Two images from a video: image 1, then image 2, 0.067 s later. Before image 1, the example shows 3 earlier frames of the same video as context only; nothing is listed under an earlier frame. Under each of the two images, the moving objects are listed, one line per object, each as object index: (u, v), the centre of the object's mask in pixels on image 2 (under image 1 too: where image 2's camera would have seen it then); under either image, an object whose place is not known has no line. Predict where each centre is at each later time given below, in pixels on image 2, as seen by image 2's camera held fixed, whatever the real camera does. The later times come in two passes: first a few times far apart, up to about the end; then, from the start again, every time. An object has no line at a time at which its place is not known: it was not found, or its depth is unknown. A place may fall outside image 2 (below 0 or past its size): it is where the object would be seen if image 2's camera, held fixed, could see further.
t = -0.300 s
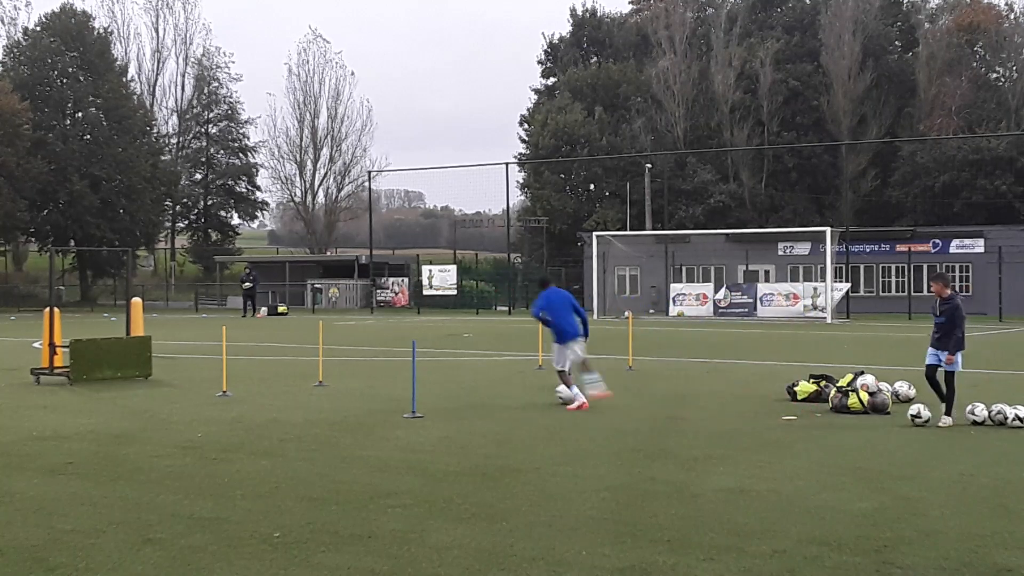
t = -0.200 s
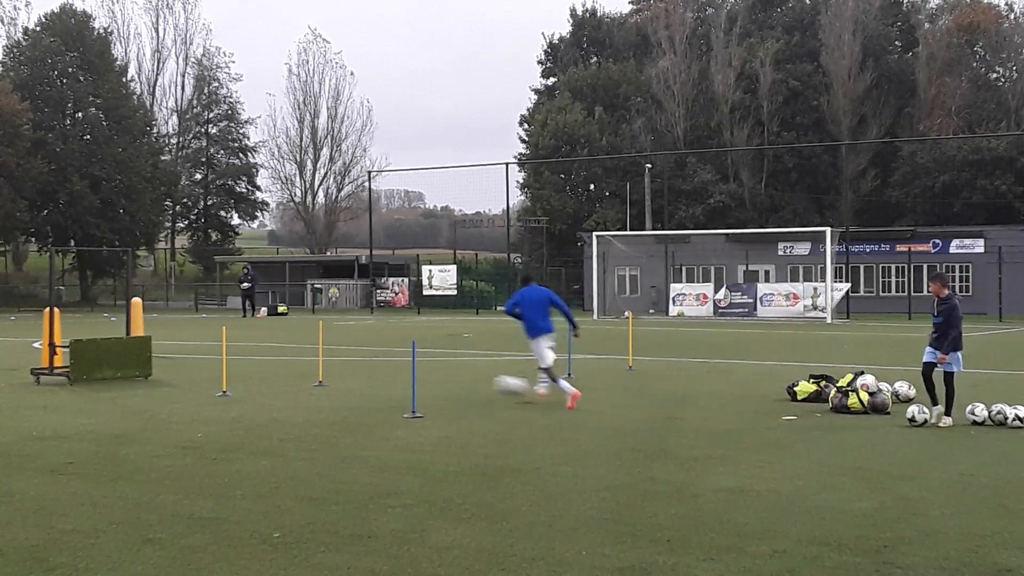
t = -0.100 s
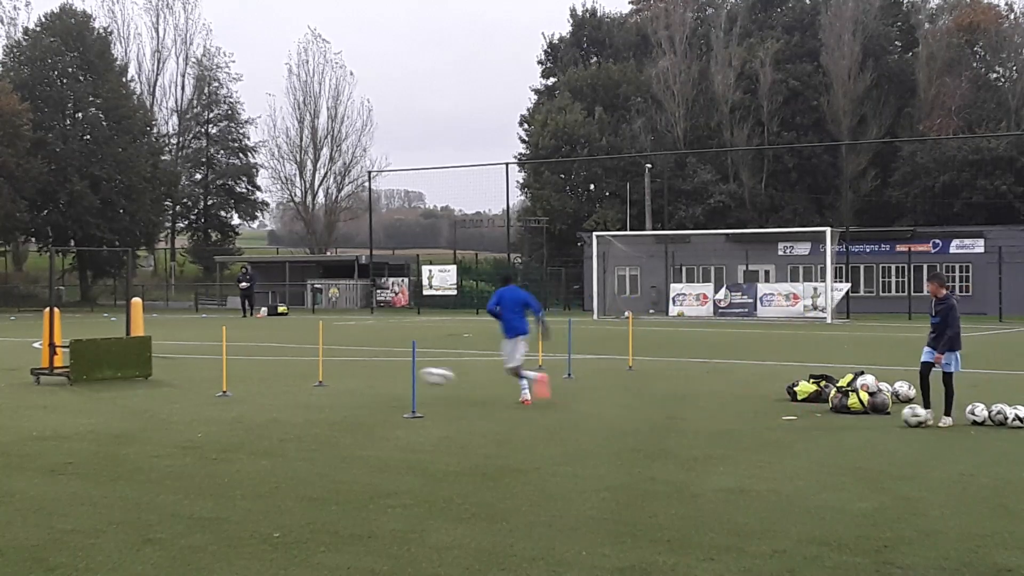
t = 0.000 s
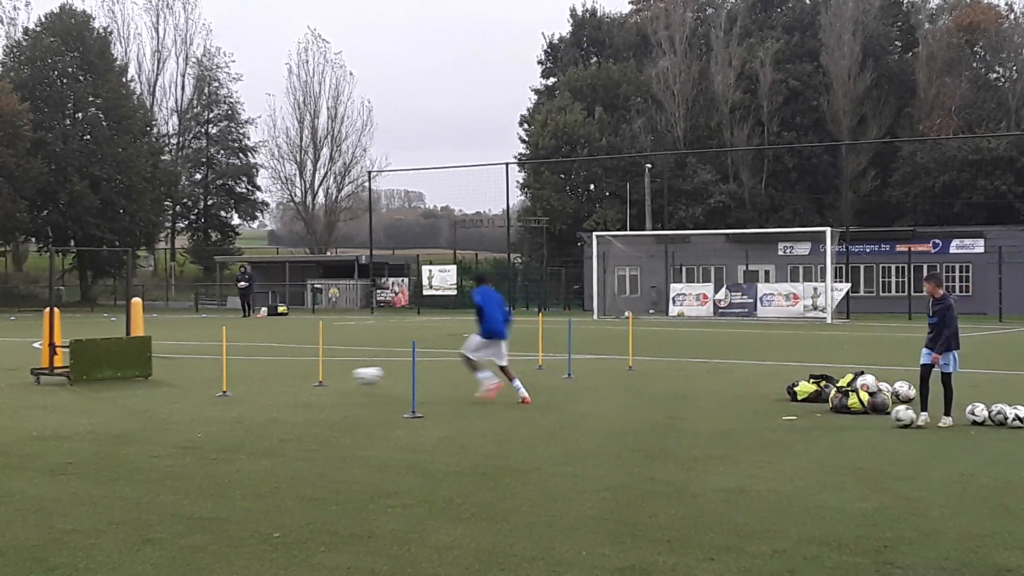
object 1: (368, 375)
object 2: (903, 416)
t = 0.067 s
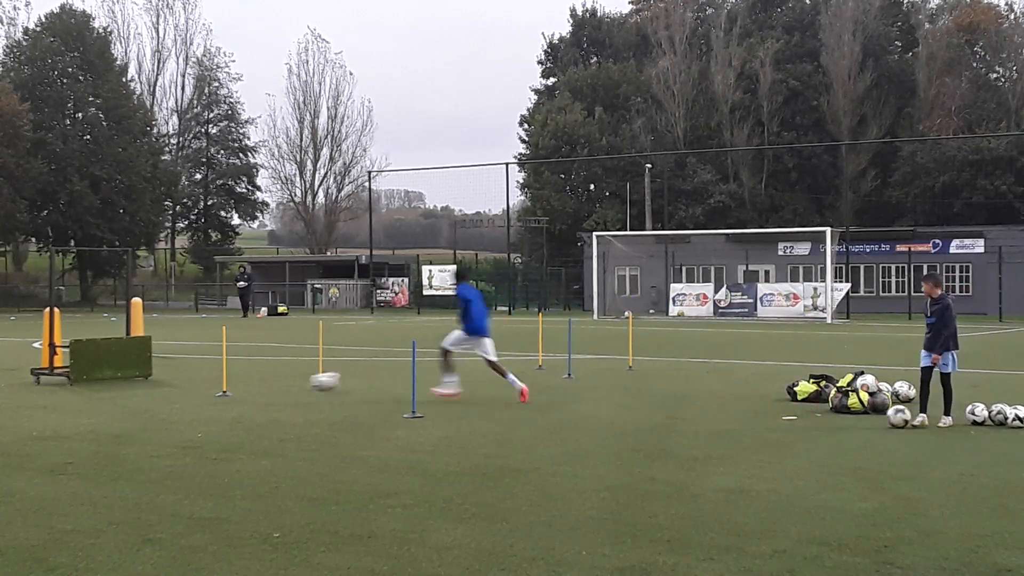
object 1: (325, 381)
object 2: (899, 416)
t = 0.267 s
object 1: (220, 366)
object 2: (885, 418)
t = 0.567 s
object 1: (188, 350)
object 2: (867, 419)
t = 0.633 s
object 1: (209, 345)
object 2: (863, 420)
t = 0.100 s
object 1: (306, 378)
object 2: (896, 417)
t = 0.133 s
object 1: (288, 374)
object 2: (894, 417)
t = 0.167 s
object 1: (271, 370)
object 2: (892, 417)
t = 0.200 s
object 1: (254, 368)
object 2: (889, 417)
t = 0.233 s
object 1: (238, 366)
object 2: (887, 417)
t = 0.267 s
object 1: (220, 366)
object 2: (885, 418)
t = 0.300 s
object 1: (205, 366)
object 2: (882, 418)
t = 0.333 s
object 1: (190, 368)
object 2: (880, 418)
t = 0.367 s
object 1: (175, 370)
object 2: (879, 418)
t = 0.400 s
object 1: (160, 372)
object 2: (877, 418)
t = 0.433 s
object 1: (149, 368)
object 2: (874, 419)
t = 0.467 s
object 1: (157, 363)
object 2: (873, 419)
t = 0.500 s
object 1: (167, 358)
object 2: (871, 419)
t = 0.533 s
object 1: (177, 354)
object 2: (869, 419)
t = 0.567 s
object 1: (188, 350)
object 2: (867, 419)
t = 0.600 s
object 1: (199, 348)
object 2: (865, 420)
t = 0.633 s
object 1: (209, 345)
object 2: (863, 420)
